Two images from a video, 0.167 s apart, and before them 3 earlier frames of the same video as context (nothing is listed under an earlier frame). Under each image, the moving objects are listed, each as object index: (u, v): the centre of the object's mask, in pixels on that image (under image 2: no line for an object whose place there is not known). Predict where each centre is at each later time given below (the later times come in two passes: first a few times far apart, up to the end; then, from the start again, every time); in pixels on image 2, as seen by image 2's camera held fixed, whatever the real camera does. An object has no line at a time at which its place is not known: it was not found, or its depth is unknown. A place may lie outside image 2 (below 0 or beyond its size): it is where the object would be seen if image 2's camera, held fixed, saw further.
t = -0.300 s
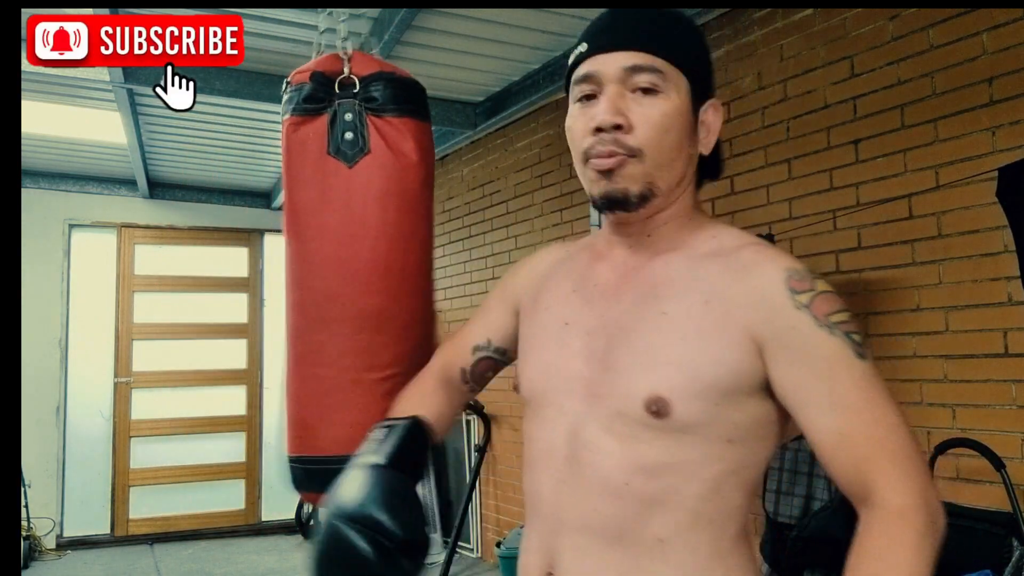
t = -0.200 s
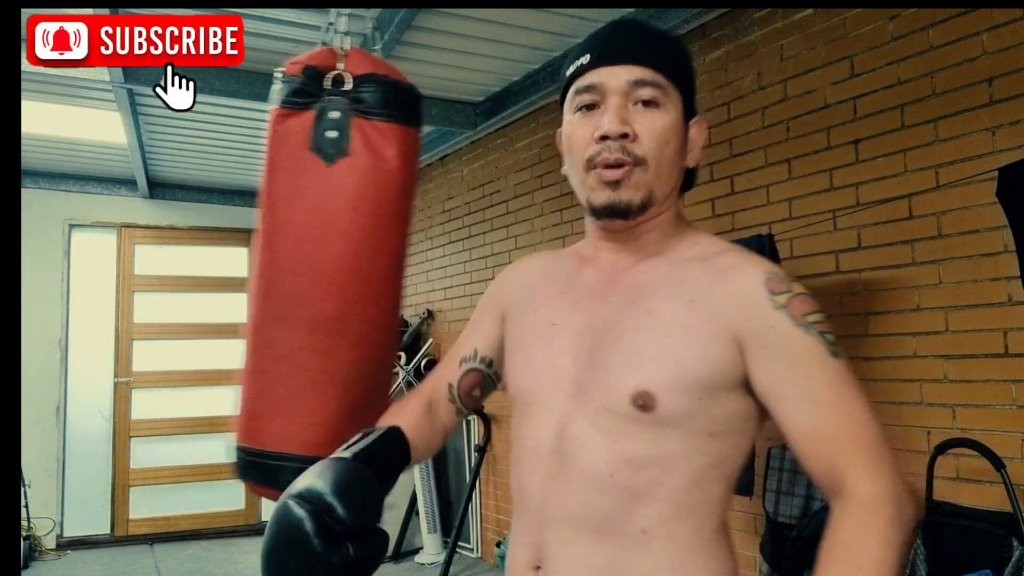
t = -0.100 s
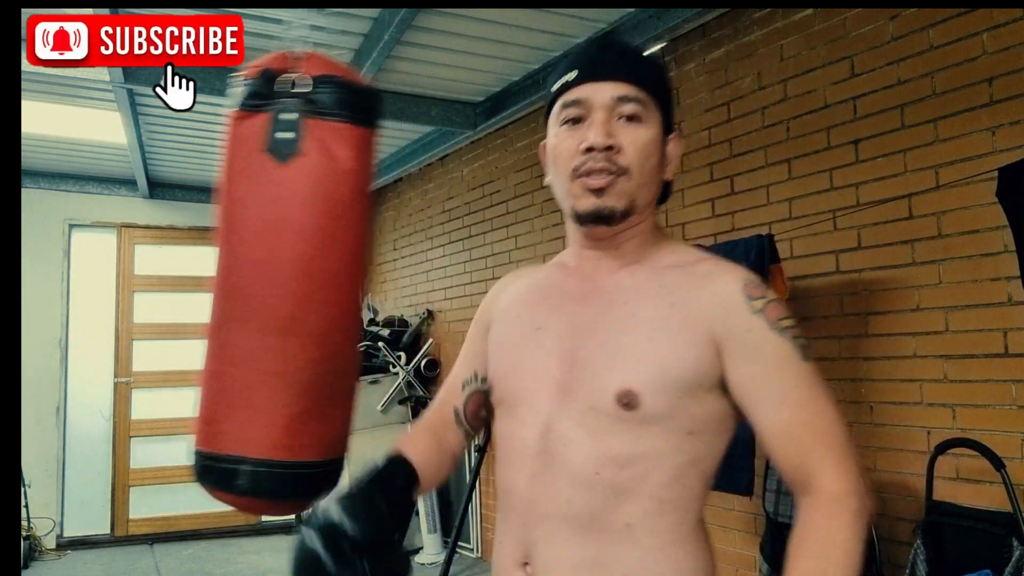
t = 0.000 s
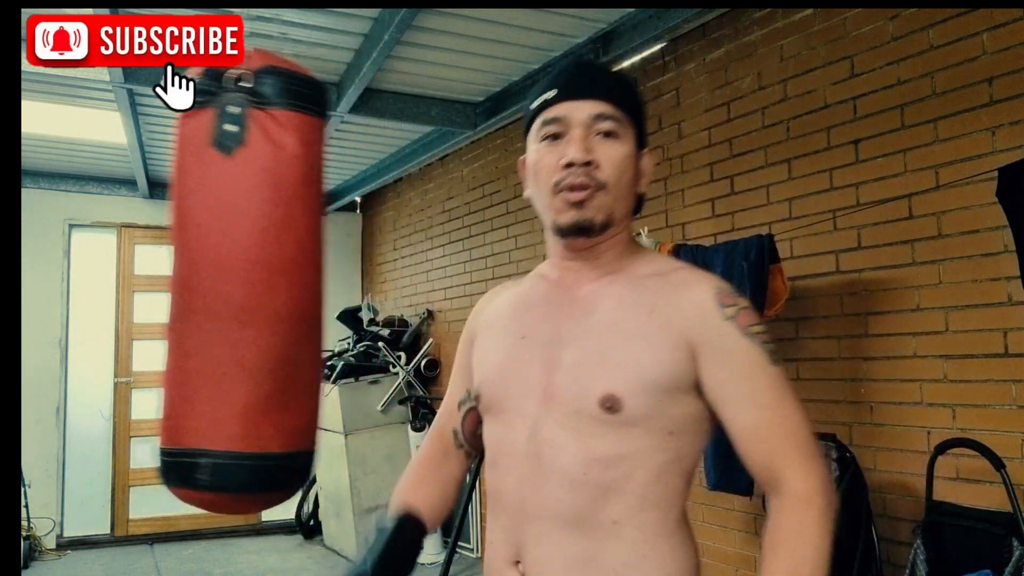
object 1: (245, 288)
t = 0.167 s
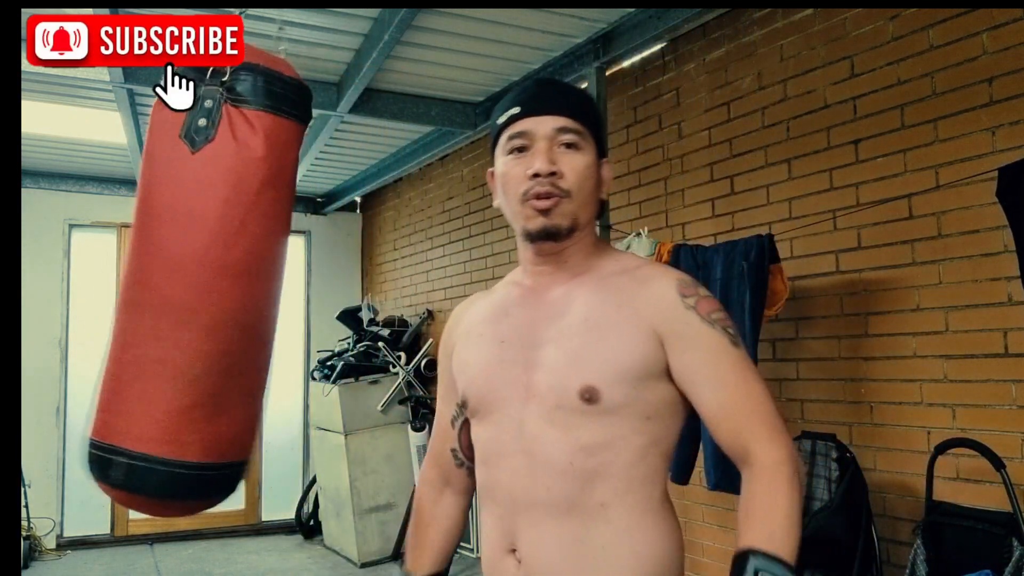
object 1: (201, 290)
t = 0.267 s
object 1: (184, 288)
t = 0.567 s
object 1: (182, 303)
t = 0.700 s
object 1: (221, 292)
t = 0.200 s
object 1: (195, 289)
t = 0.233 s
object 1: (190, 287)
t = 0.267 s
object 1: (184, 288)
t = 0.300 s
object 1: (178, 289)
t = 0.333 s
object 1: (173, 292)
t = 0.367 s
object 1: (168, 295)
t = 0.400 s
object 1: (165, 298)
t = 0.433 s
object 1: (164, 299)
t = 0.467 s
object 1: (165, 299)
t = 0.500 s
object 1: (169, 301)
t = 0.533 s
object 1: (175, 302)
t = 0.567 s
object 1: (182, 303)
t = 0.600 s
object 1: (190, 302)
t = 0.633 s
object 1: (200, 300)
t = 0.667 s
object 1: (210, 296)
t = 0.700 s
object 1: (221, 292)
